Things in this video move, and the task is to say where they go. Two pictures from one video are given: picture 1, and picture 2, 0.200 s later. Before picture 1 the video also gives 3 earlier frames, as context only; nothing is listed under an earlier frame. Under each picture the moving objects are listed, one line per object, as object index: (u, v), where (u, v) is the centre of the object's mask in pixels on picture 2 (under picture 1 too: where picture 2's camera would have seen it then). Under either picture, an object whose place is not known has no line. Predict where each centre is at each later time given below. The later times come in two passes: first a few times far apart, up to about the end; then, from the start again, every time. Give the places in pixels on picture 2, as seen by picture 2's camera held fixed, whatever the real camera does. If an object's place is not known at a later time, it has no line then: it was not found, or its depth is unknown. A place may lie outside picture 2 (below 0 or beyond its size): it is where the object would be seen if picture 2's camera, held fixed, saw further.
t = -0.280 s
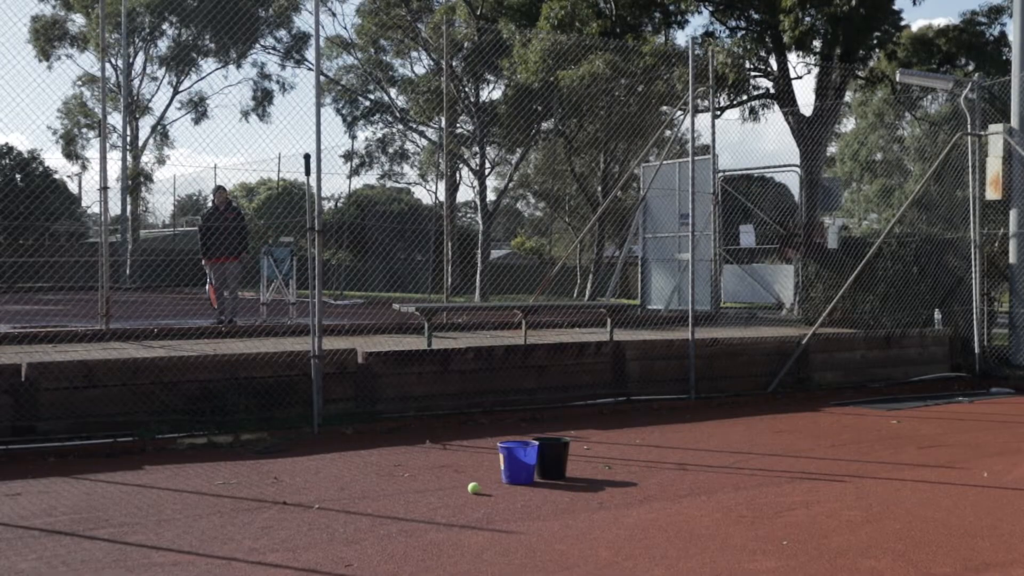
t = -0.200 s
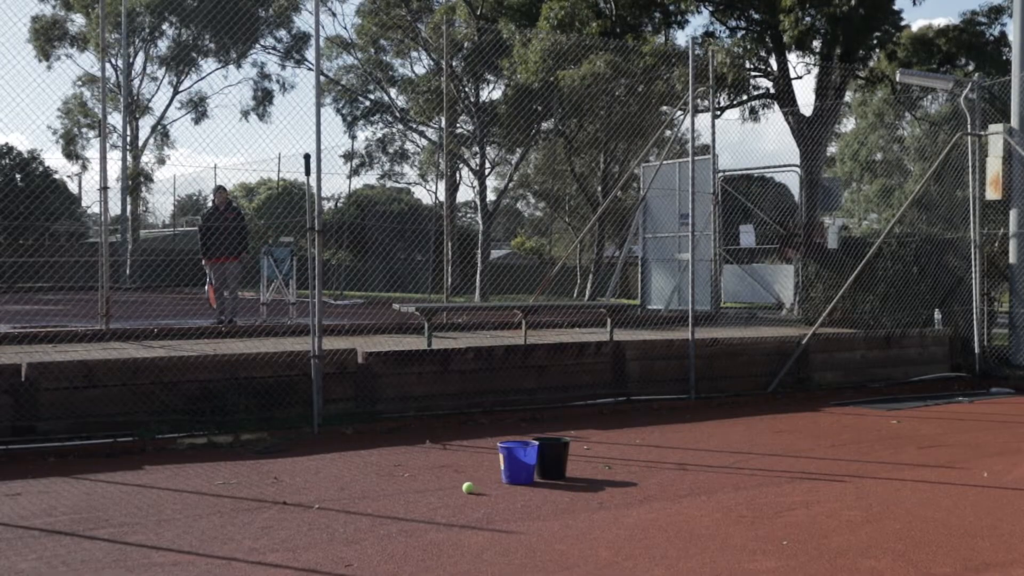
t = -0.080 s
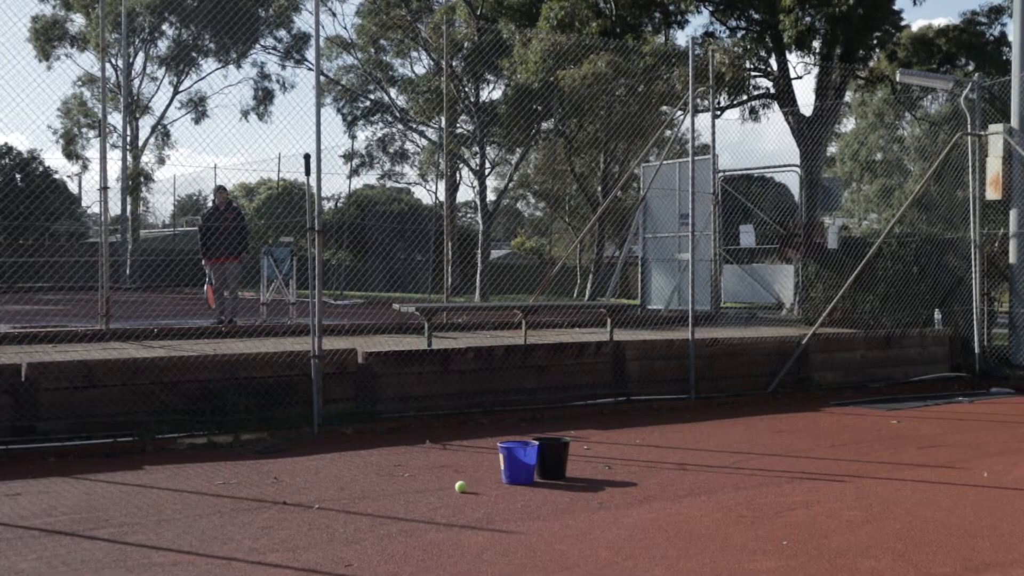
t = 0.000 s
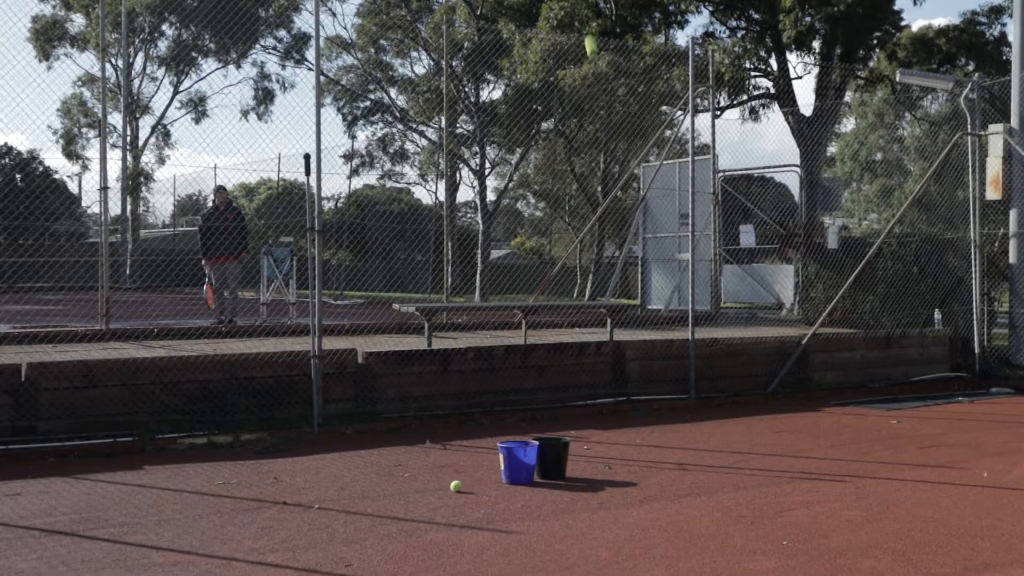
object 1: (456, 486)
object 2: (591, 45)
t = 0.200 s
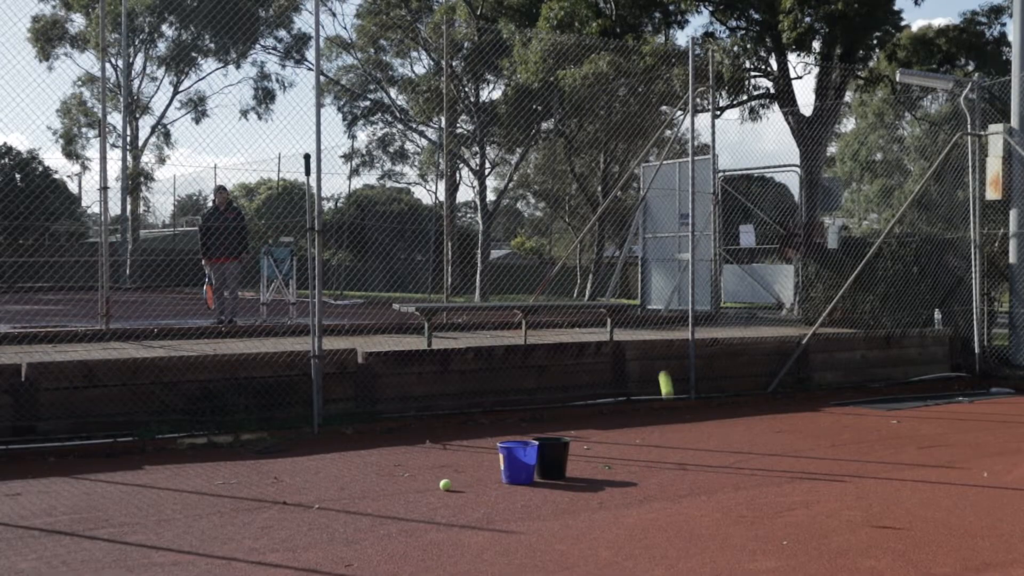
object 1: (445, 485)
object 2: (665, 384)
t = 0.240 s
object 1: (443, 485)
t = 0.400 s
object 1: (435, 484)
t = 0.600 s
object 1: (426, 484)
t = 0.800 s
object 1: (418, 483)
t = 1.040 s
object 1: (411, 483)
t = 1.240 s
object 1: (406, 483)
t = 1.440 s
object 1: (403, 482)
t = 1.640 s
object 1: (402, 482)
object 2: (617, 373)
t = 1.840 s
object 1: (401, 482)
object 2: (610, 397)
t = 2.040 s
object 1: (401, 482)
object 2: (605, 304)
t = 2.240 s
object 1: (401, 482)
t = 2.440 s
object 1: (401, 482)
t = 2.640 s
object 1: (401, 482)
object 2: (593, 365)
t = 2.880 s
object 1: (401, 482)
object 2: (592, 407)
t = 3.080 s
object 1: (401, 482)
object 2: (594, 399)
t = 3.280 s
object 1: (401, 482)
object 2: (597, 415)
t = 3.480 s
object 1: (401, 482)
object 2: (600, 413)
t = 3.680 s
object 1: (401, 482)
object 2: (604, 415)
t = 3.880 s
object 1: (401, 482)
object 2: (608, 417)
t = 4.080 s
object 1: (401, 482)
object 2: (610, 416)
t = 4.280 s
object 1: (401, 482)
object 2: (612, 416)
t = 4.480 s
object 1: (401, 482)
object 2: (613, 415)
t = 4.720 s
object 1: (401, 482)
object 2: (615, 414)
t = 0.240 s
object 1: (443, 485)
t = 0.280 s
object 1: (441, 485)
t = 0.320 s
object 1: (439, 484)
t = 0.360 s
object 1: (437, 484)
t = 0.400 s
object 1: (435, 484)
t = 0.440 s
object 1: (433, 484)
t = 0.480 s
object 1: (431, 484)
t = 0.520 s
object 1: (429, 484)
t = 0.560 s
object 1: (428, 484)
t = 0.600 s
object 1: (426, 484)
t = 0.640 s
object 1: (424, 483)
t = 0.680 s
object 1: (422, 483)
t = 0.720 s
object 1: (421, 483)
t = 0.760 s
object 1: (419, 483)
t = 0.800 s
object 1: (418, 483)
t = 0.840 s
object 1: (417, 483)
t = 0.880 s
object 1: (415, 483)
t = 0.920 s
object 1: (414, 483)
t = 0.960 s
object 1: (413, 483)
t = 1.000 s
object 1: (412, 483)
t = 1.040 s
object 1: (411, 483)
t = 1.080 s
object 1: (410, 483)
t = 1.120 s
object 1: (409, 483)
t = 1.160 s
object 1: (407, 483)
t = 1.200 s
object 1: (407, 483)
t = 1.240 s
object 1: (406, 483)
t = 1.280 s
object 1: (405, 483)
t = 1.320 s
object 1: (405, 483)
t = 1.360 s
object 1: (404, 483)
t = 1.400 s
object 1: (404, 482)
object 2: (627, 183)
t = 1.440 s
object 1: (403, 482)
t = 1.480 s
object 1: (403, 482)
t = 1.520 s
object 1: (403, 483)
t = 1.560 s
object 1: (403, 483)
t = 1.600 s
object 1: (402, 482)
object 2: (617, 335)
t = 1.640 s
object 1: (402, 482)
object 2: (617, 373)
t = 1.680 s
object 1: (402, 482)
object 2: (615, 411)
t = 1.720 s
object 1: (402, 482)
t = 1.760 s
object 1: (401, 482)
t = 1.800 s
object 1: (401, 482)
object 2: (611, 422)
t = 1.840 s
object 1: (401, 482)
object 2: (610, 397)
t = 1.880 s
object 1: (401, 482)
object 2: (609, 373)
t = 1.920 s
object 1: (401, 482)
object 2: (608, 352)
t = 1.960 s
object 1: (401, 482)
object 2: (608, 334)
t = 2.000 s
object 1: (401, 482)
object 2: (606, 318)
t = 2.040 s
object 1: (401, 482)
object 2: (605, 304)
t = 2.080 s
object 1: (401, 482)
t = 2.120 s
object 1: (401, 482)
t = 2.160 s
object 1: (401, 482)
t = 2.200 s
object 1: (401, 482)
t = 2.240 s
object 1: (401, 482)
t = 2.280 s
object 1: (401, 482)
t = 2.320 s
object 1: (401, 482)
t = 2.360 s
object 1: (401, 482)
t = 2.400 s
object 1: (401, 482)
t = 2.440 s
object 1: (401, 482)
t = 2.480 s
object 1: (401, 482)
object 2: (596, 302)
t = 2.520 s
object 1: (401, 482)
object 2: (596, 315)
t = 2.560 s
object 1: (401, 482)
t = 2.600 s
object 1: (401, 482)
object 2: (594, 347)
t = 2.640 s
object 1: (401, 482)
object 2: (593, 365)
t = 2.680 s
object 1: (401, 482)
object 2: (592, 386)
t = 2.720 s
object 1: (401, 482)
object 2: (591, 408)
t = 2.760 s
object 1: (401, 482)
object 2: (591, 419)
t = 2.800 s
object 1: (401, 482)
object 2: (591, 423)
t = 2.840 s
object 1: (401, 482)
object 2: (592, 414)
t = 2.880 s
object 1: (401, 482)
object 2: (592, 407)
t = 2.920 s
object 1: (401, 482)
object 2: (593, 402)
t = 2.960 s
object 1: (401, 482)
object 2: (593, 398)
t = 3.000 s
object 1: (401, 482)
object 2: (593, 397)
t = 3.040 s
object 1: (401, 482)
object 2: (594, 397)
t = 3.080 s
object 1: (401, 482)
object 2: (594, 399)
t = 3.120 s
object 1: (401, 482)
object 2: (595, 403)
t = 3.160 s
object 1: (401, 482)
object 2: (595, 409)
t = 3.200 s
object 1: (401, 482)
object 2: (596, 416)
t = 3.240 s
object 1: (401, 482)
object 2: (596, 420)
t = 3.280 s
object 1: (401, 482)
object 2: (597, 415)
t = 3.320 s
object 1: (401, 482)
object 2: (598, 410)
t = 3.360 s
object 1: (401, 482)
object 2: (598, 408)
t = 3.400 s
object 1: (401, 482)
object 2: (599, 408)
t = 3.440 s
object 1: (401, 482)
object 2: (600, 409)
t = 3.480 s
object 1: (401, 482)
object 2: (600, 413)
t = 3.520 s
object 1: (401, 482)
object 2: (601, 418)
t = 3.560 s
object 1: (401, 482)
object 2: (602, 417)
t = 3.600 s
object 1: (401, 482)
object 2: (603, 415)
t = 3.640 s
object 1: (401, 482)
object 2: (603, 414)
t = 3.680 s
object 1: (401, 482)
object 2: (604, 415)
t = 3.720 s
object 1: (401, 482)
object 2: (605, 417)
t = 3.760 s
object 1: (401, 482)
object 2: (606, 417)
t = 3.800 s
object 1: (401, 482)
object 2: (607, 415)
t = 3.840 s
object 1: (401, 482)
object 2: (607, 415)
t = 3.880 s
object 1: (401, 482)
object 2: (608, 417)
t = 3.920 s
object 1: (401, 482)
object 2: (608, 416)
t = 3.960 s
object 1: (401, 482)
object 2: (609, 417)
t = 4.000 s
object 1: (401, 482)
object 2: (609, 417)
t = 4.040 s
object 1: (401, 482)
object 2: (610, 417)
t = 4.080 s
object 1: (401, 482)
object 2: (610, 416)
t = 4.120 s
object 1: (401, 482)
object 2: (610, 416)
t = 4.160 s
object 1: (401, 482)
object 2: (611, 416)
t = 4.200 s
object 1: (401, 482)
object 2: (611, 416)
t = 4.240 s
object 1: (401, 482)
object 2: (611, 416)
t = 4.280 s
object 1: (401, 482)
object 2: (612, 416)
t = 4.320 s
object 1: (401, 482)
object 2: (612, 416)
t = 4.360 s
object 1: (401, 482)
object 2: (612, 415)
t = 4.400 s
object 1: (401, 482)
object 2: (612, 415)
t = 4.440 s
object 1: (401, 482)
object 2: (613, 415)
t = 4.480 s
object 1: (401, 482)
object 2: (613, 415)
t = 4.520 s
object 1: (401, 482)
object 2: (613, 415)
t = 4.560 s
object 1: (401, 482)
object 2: (614, 415)
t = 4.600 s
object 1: (401, 482)
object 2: (614, 415)
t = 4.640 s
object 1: (401, 482)
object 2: (614, 415)
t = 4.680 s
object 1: (401, 482)
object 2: (614, 415)
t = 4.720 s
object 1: (401, 482)
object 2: (615, 414)
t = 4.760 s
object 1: (401, 482)
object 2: (615, 414)
